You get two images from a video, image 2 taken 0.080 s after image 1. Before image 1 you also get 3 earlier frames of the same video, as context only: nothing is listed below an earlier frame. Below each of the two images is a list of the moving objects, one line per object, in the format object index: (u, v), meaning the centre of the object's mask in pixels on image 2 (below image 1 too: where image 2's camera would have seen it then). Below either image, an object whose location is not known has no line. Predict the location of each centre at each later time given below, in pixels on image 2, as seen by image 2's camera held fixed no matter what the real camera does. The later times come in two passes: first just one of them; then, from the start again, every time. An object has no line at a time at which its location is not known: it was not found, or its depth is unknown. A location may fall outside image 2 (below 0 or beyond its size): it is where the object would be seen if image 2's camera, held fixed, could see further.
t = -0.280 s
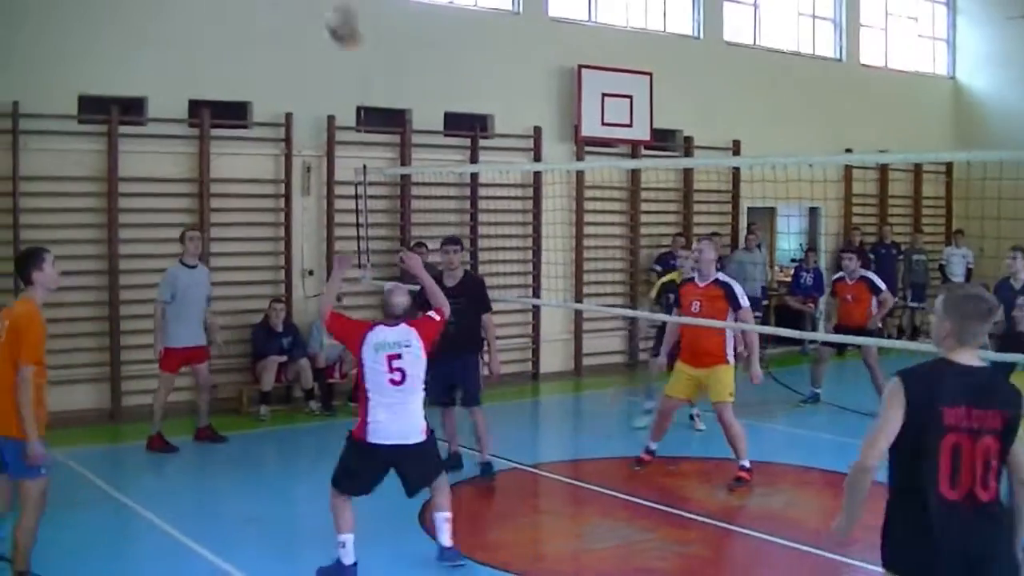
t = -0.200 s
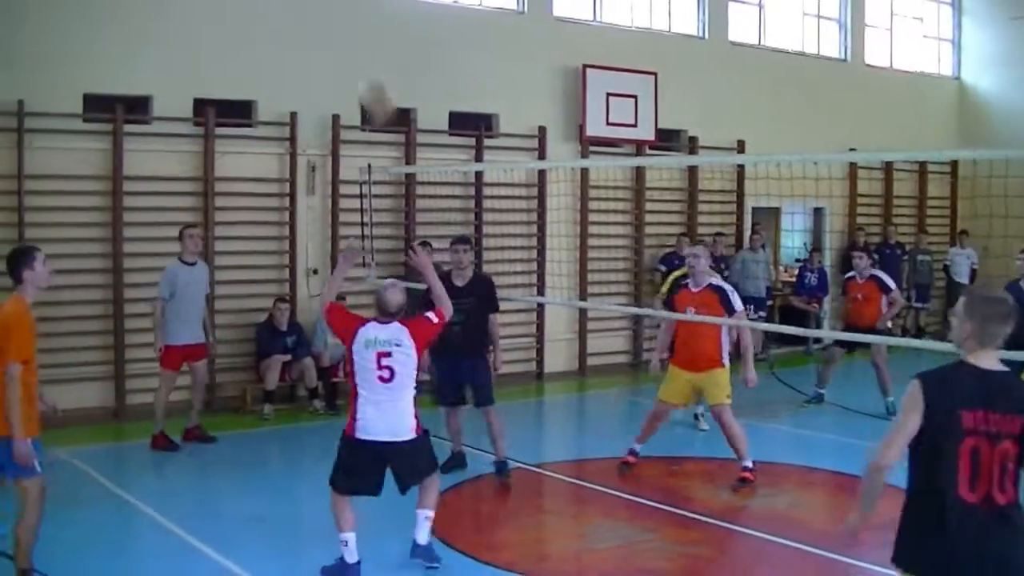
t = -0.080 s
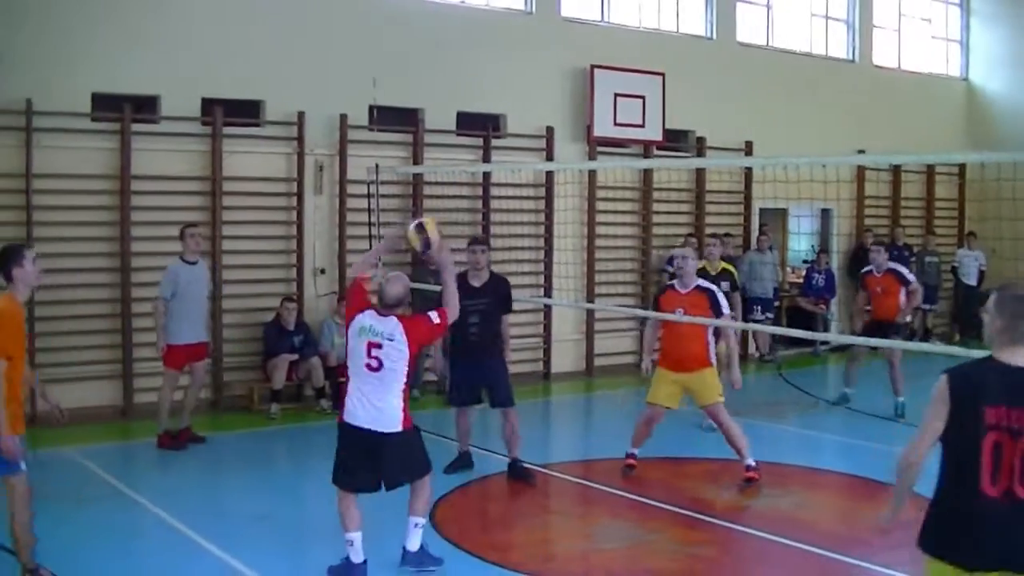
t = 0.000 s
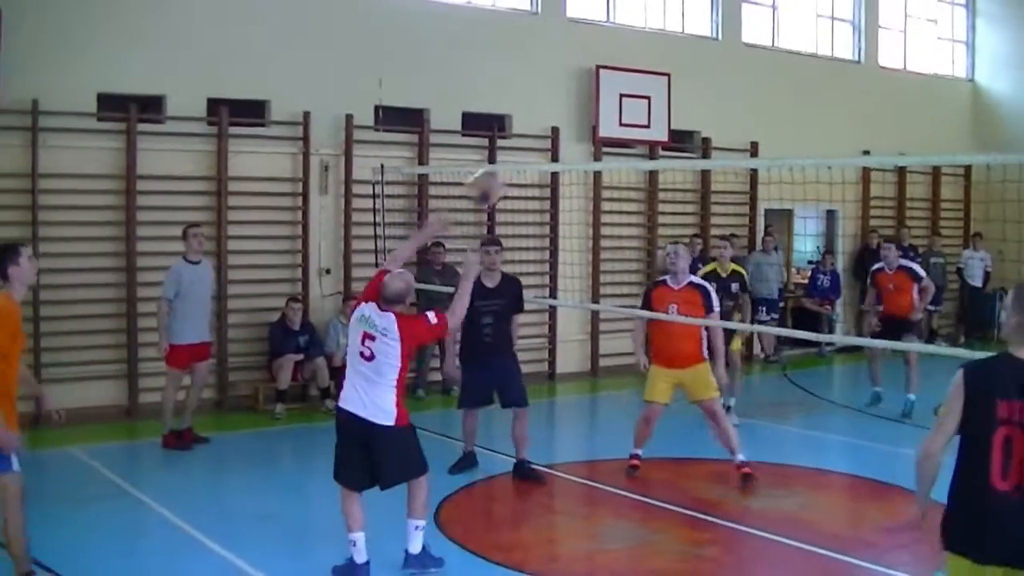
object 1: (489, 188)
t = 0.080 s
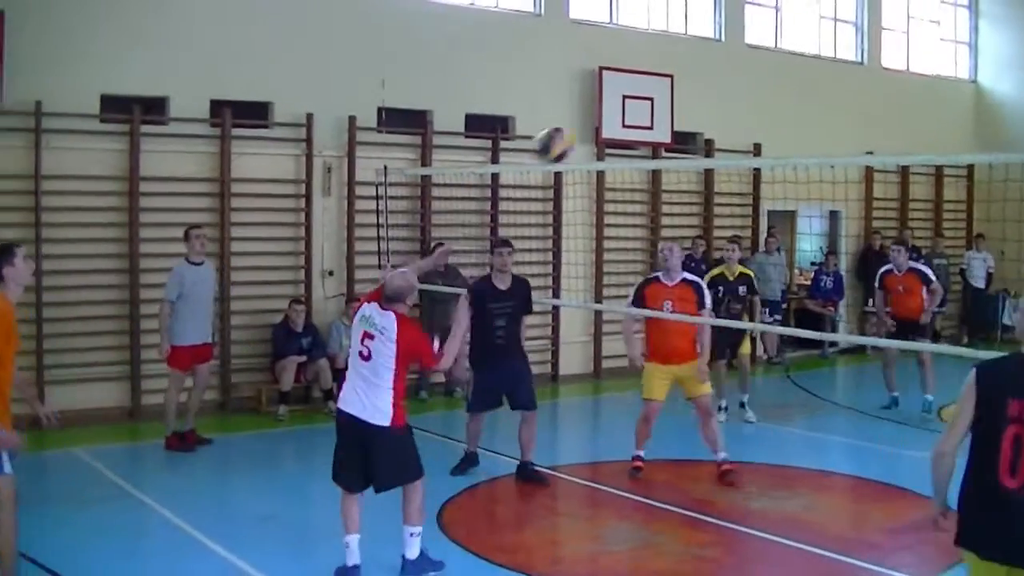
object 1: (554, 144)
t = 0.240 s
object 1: (665, 100)
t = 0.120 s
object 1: (582, 128)
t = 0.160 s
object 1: (610, 115)
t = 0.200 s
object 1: (638, 108)
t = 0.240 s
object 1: (665, 100)
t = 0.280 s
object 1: (687, 97)
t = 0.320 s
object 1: (710, 94)
